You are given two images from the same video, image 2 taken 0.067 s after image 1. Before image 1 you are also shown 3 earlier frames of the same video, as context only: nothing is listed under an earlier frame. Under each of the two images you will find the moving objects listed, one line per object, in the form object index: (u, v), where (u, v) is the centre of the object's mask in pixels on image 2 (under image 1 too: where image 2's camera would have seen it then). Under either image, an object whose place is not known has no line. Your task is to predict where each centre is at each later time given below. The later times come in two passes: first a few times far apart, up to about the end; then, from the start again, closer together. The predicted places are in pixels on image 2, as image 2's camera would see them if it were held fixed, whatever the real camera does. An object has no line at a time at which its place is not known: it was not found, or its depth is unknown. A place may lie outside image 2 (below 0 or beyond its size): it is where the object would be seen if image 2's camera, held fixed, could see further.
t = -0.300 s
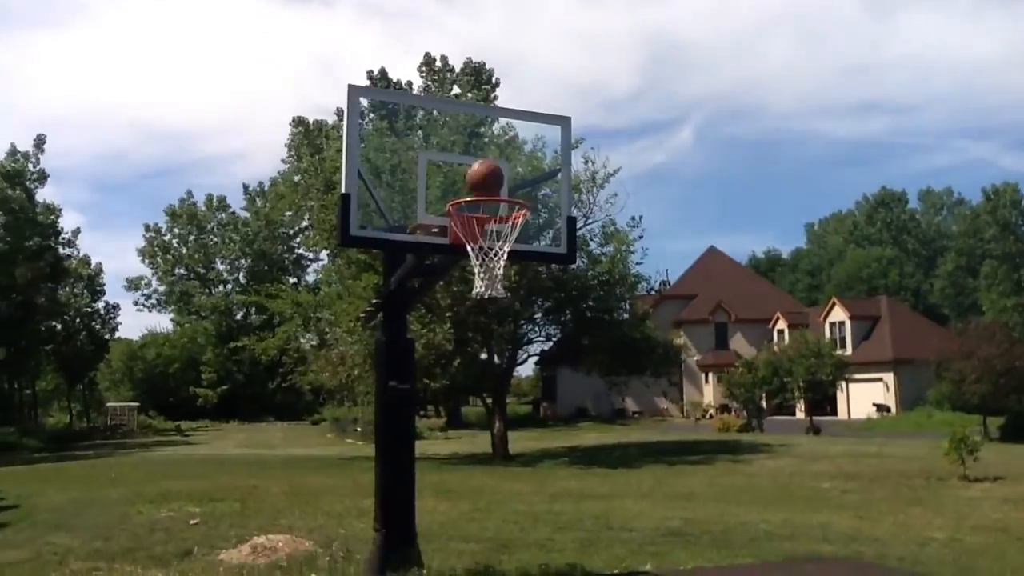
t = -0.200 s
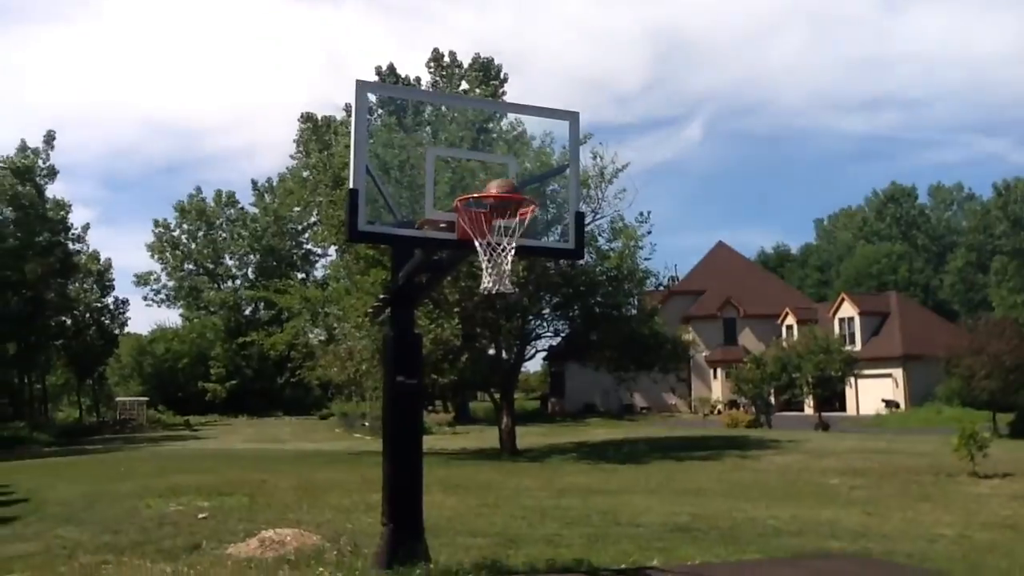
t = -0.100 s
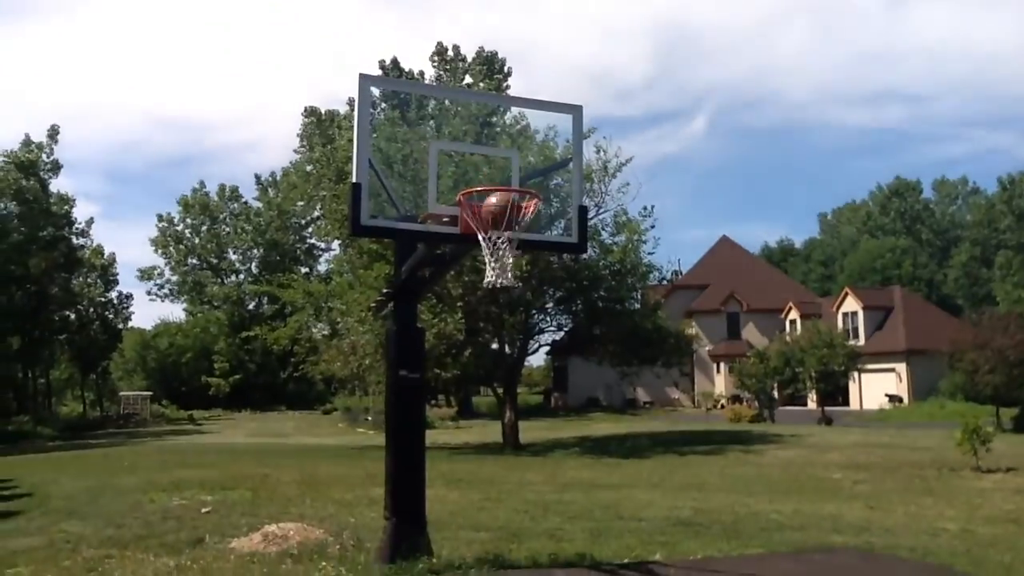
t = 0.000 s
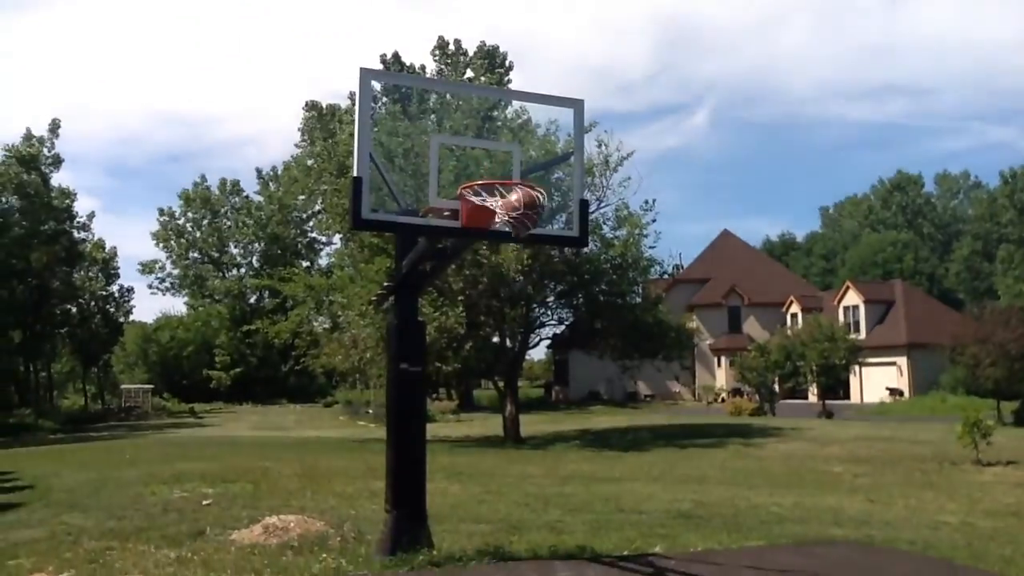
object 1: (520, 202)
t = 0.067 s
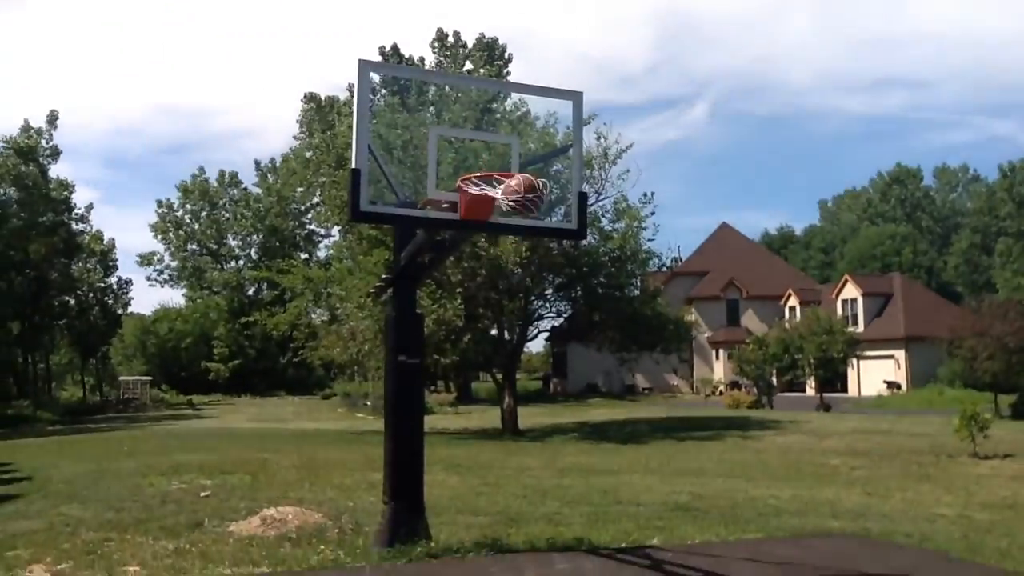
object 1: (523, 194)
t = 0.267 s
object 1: (511, 228)
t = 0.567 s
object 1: (481, 333)
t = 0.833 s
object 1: (449, 554)
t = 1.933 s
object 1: (397, 527)
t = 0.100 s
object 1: (522, 196)
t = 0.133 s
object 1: (521, 198)
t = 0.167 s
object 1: (521, 203)
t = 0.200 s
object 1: (518, 212)
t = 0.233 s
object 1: (515, 220)
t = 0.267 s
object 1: (511, 228)
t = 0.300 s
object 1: (508, 236)
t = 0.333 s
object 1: (506, 240)
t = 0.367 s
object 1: (503, 250)
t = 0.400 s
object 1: (500, 264)
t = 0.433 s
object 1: (493, 281)
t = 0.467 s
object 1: (491, 291)
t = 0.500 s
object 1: (486, 304)
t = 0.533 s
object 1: (483, 315)
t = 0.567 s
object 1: (481, 333)
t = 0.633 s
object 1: (473, 380)
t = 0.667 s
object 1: (471, 403)
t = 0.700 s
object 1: (468, 432)
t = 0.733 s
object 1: (464, 459)
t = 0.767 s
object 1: (460, 489)
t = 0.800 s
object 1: (455, 521)
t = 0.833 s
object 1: (449, 554)
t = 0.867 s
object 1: (446, 561)
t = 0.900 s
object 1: (445, 535)
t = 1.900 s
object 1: (398, 509)
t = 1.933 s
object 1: (397, 527)
